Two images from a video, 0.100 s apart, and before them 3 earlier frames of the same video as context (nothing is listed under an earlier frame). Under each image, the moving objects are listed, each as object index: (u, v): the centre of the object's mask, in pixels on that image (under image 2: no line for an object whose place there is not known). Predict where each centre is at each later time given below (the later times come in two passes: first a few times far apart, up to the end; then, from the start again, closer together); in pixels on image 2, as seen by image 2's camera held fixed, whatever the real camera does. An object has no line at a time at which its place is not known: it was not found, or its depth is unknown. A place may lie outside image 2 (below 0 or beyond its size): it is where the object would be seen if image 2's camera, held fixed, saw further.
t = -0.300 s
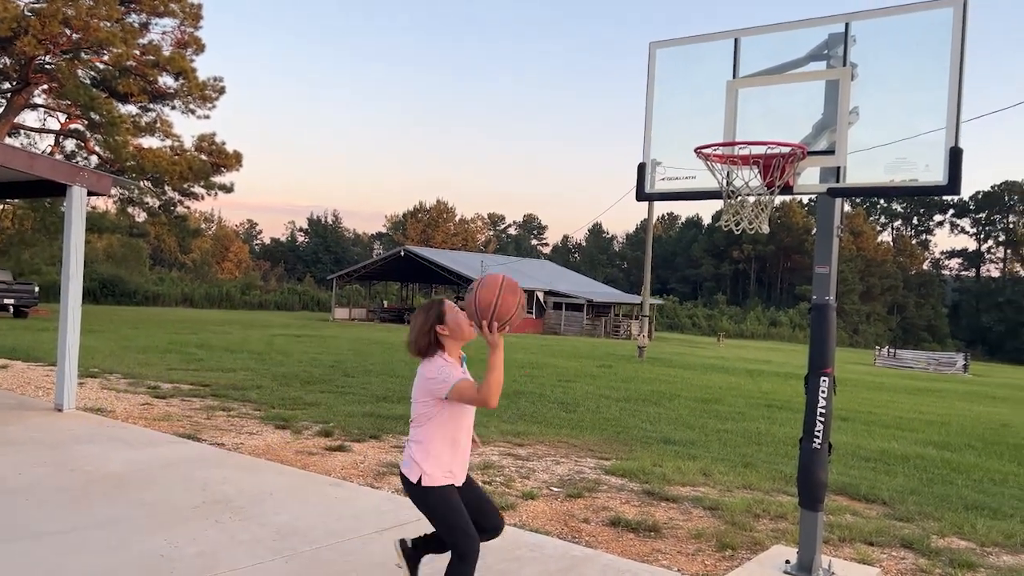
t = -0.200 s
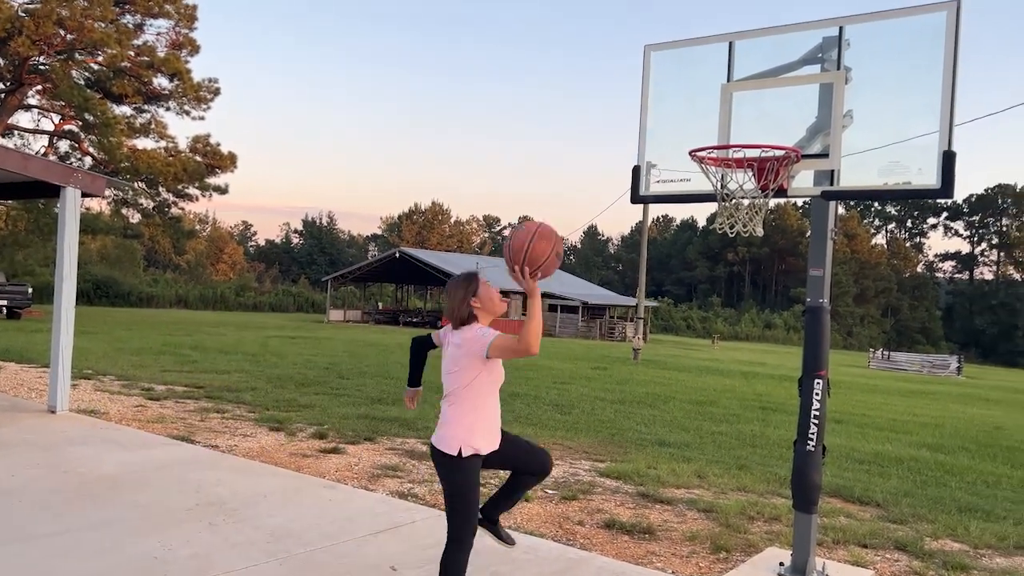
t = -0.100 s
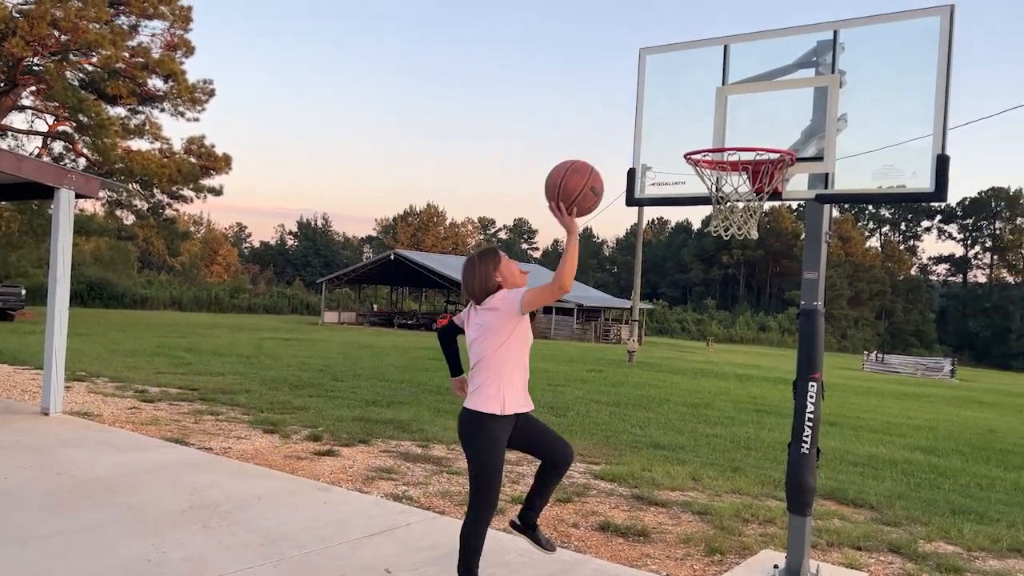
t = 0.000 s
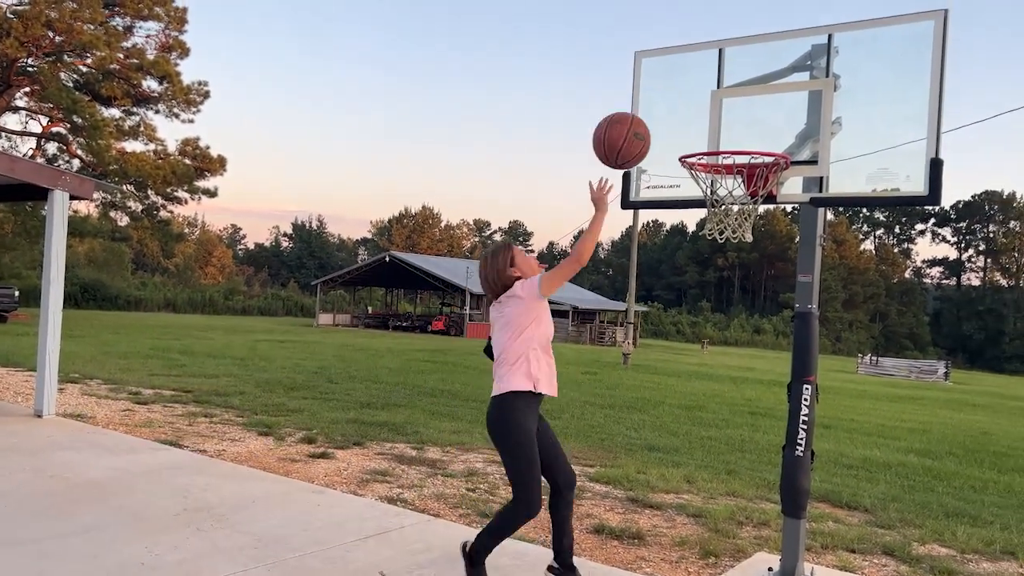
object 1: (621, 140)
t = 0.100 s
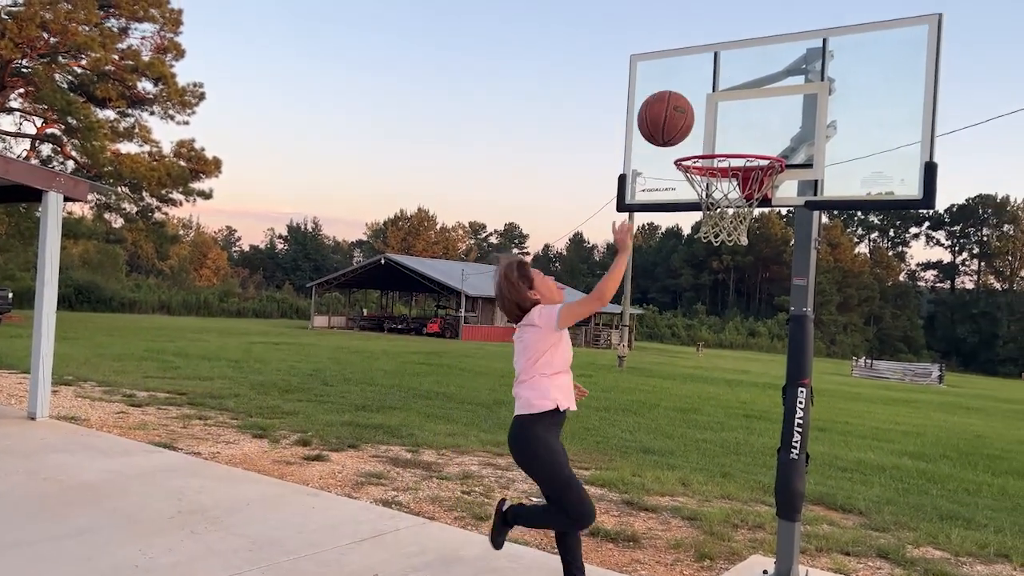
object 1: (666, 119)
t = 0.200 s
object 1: (710, 117)
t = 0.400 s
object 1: (740, 127)
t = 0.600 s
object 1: (676, 125)
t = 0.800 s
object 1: (605, 201)
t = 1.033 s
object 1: (518, 391)
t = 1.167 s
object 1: (465, 547)
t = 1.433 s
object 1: (416, 396)
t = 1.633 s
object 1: (380, 301)
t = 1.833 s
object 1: (344, 289)
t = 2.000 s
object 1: (313, 344)
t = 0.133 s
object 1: (681, 116)
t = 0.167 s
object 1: (696, 115)
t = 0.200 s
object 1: (710, 117)
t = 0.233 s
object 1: (724, 122)
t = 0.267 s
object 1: (737, 128)
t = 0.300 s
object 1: (751, 134)
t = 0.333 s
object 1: (761, 139)
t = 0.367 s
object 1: (750, 133)
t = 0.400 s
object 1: (740, 127)
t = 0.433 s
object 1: (730, 121)
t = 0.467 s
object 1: (719, 117)
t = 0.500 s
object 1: (709, 116)
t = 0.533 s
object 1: (698, 117)
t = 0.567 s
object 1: (687, 120)
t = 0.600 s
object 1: (676, 125)
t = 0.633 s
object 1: (665, 133)
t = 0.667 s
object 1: (653, 143)
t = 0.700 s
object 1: (641, 154)
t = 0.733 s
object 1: (630, 167)
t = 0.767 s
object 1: (617, 183)
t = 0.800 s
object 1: (605, 201)
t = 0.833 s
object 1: (593, 222)
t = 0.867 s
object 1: (581, 244)
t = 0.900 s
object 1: (569, 269)
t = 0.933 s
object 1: (556, 295)
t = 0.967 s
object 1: (544, 325)
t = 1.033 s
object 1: (518, 391)
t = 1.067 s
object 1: (505, 428)
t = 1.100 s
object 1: (492, 467)
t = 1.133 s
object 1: (478, 511)
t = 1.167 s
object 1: (465, 547)
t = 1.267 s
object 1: (441, 543)
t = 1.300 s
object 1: (436, 510)
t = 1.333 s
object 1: (431, 477)
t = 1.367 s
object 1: (425, 447)
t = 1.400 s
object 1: (421, 420)
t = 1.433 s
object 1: (416, 396)
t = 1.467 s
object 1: (411, 375)
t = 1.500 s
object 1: (405, 355)
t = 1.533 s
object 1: (399, 339)
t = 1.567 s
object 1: (393, 324)
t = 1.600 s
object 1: (386, 310)
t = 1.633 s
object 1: (380, 301)
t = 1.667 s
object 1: (374, 293)
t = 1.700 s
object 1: (368, 288)
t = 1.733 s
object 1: (362, 284)
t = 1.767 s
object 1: (356, 284)
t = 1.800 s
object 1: (350, 285)
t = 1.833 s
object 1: (344, 289)
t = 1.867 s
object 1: (336, 294)
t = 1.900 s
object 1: (329, 303)
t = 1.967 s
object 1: (319, 328)
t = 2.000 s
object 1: (313, 344)
